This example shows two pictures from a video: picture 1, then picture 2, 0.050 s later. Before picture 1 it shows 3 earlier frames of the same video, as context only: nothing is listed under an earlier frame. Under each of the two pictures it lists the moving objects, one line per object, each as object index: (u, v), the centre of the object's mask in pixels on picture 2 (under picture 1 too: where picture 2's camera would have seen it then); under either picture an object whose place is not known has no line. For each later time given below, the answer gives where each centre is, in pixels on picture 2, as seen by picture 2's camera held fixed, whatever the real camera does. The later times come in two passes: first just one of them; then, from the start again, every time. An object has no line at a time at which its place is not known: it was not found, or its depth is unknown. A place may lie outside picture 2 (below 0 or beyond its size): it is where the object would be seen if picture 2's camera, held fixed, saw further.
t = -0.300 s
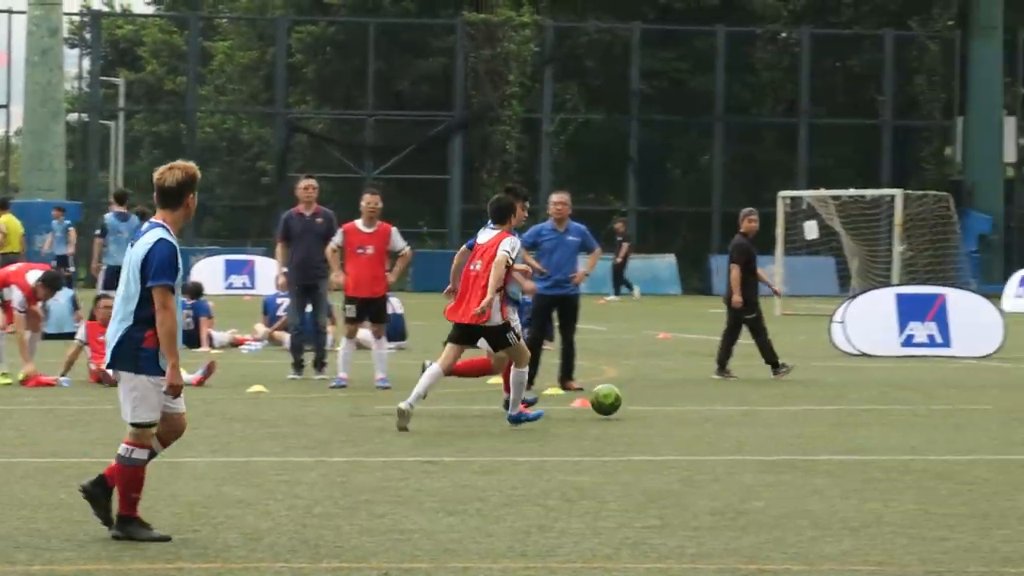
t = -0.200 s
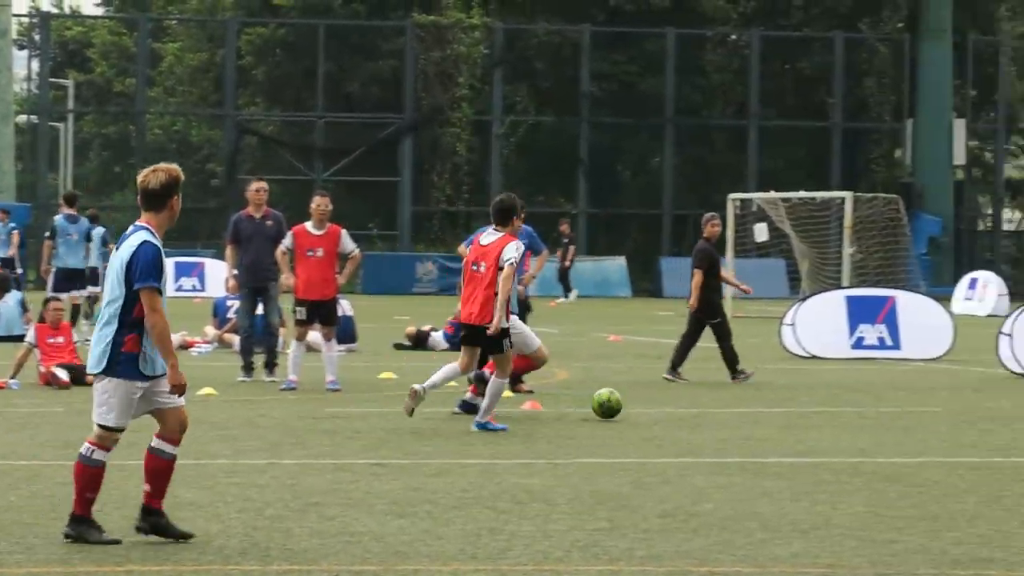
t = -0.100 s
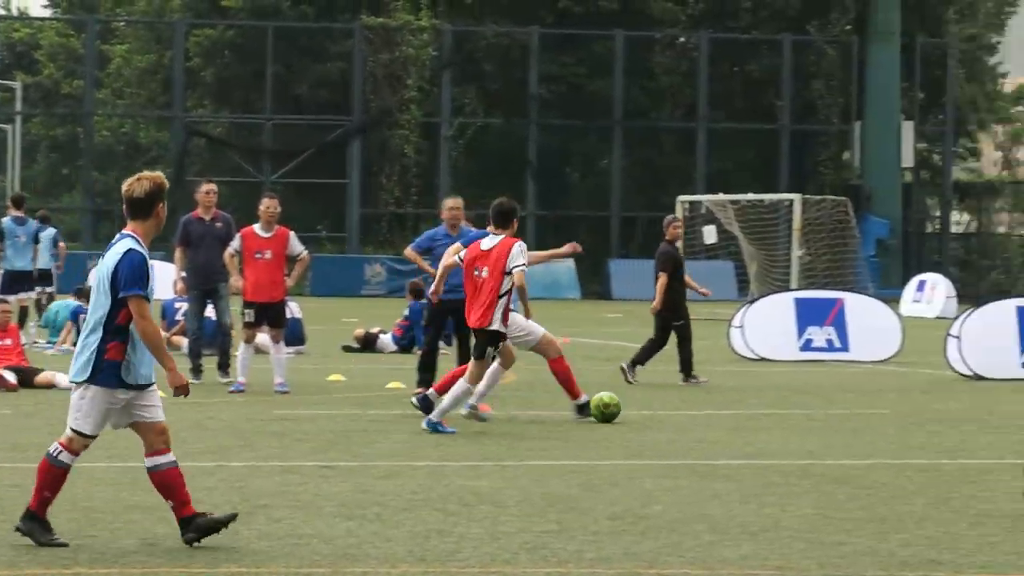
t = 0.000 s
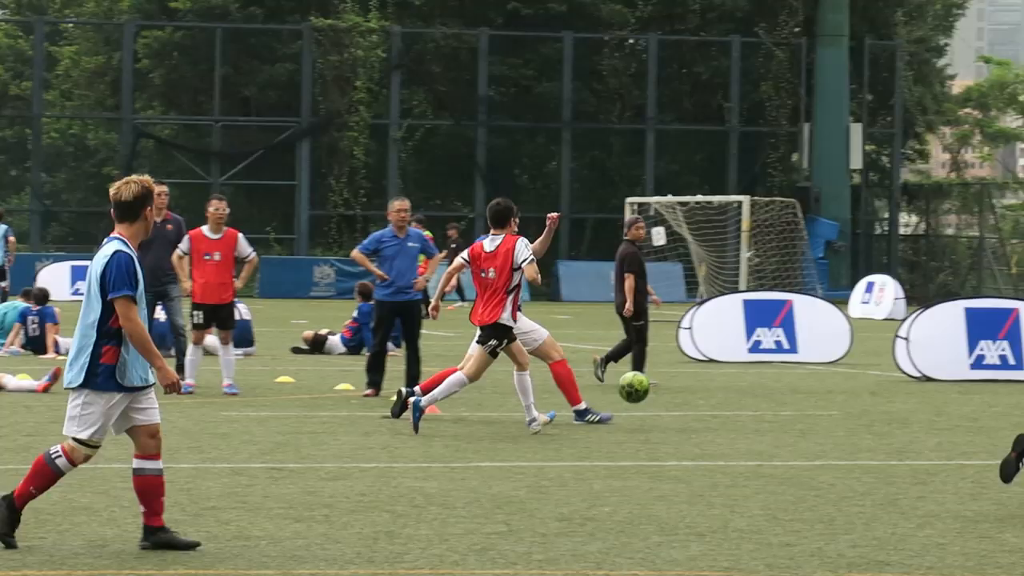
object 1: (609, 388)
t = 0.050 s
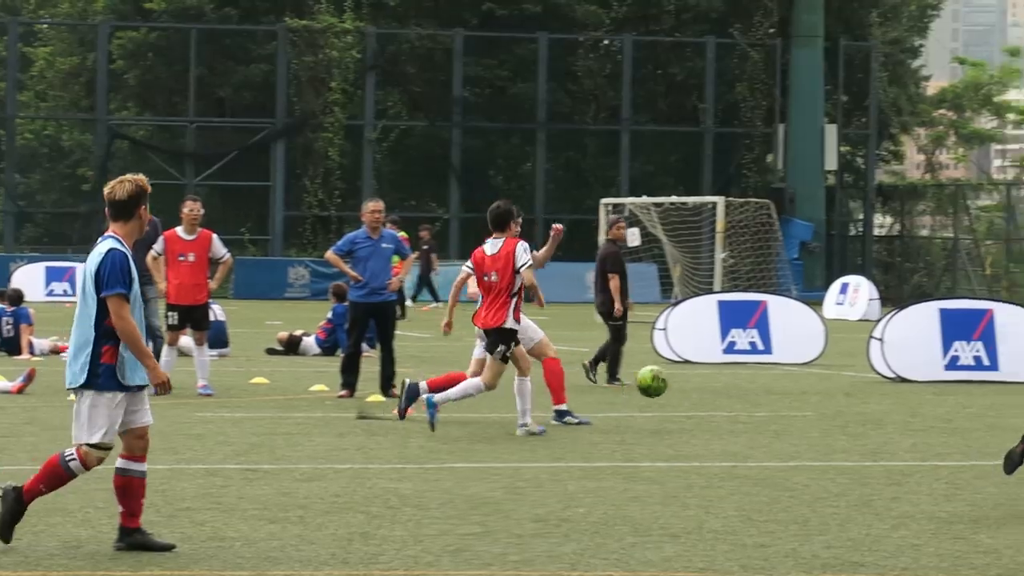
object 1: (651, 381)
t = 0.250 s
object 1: (827, 392)
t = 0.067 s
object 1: (665, 380)
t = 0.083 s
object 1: (680, 379)
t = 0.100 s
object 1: (694, 378)
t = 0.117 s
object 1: (709, 378)
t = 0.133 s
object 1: (723, 378)
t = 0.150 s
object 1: (738, 378)
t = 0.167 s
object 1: (752, 379)
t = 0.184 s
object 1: (767, 381)
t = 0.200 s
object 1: (782, 383)
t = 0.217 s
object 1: (797, 385)
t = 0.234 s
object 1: (813, 388)
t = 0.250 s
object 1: (827, 392)
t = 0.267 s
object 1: (843, 395)
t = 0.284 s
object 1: (858, 399)
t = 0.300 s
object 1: (874, 404)
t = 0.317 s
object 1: (889, 409)
